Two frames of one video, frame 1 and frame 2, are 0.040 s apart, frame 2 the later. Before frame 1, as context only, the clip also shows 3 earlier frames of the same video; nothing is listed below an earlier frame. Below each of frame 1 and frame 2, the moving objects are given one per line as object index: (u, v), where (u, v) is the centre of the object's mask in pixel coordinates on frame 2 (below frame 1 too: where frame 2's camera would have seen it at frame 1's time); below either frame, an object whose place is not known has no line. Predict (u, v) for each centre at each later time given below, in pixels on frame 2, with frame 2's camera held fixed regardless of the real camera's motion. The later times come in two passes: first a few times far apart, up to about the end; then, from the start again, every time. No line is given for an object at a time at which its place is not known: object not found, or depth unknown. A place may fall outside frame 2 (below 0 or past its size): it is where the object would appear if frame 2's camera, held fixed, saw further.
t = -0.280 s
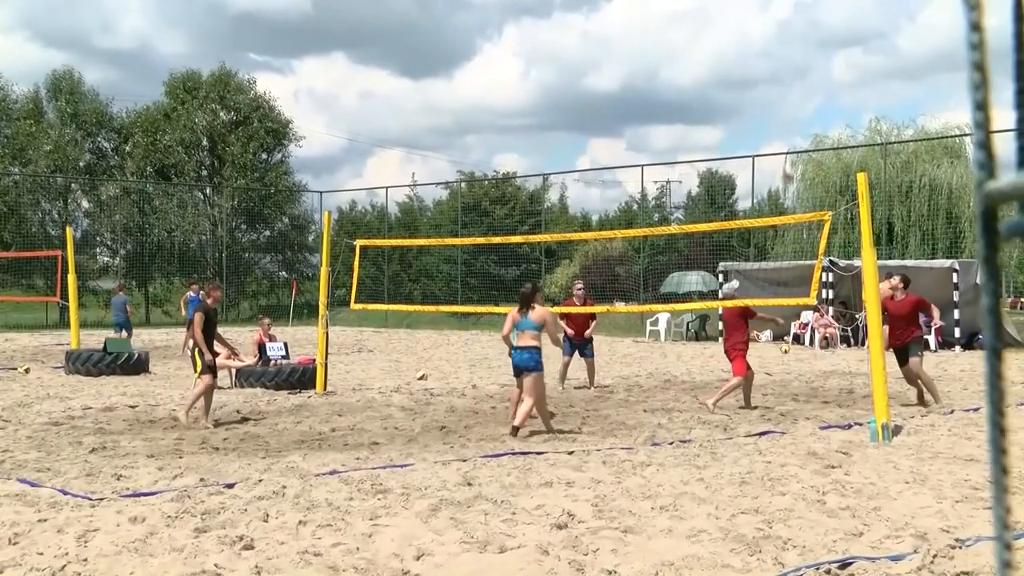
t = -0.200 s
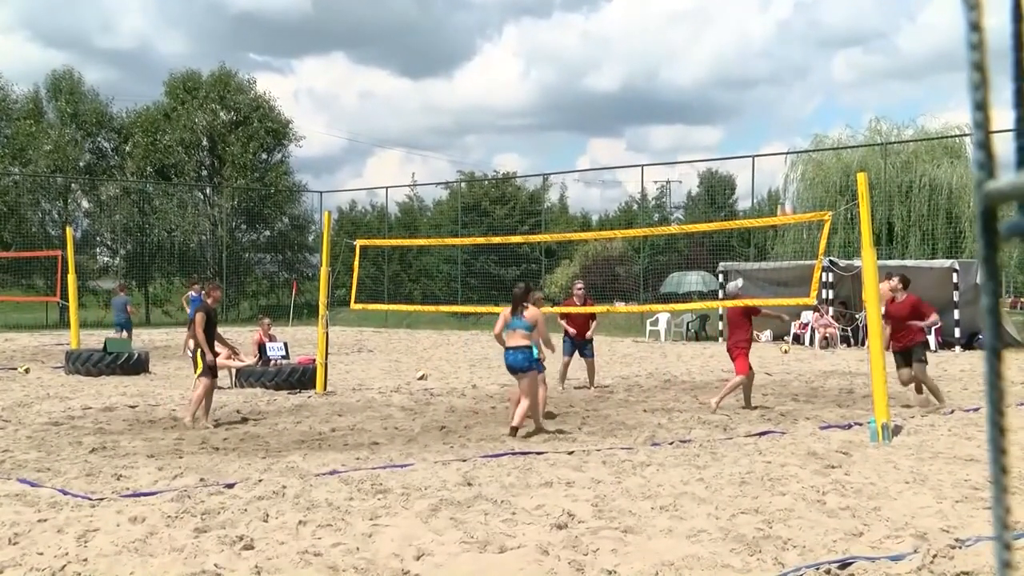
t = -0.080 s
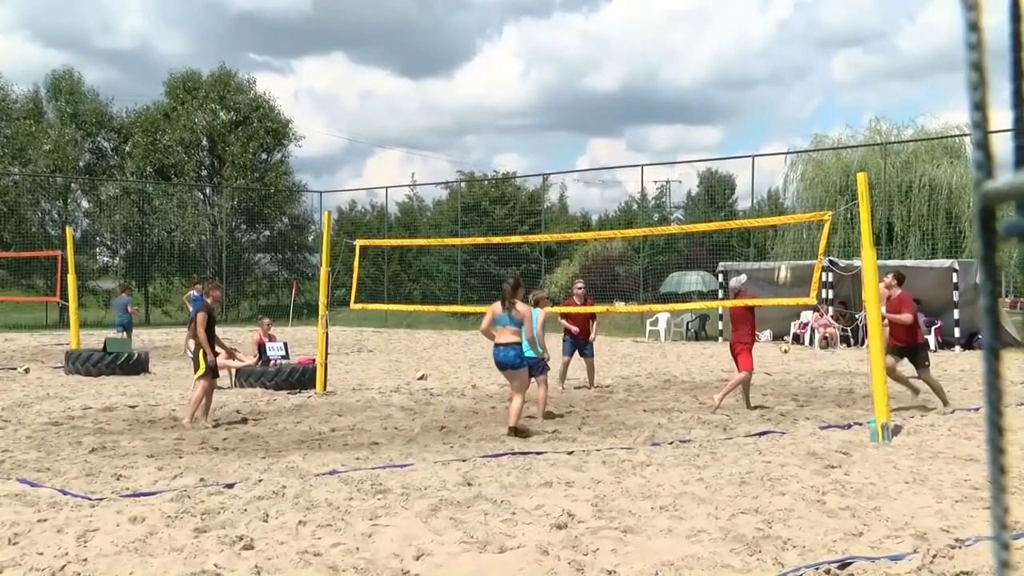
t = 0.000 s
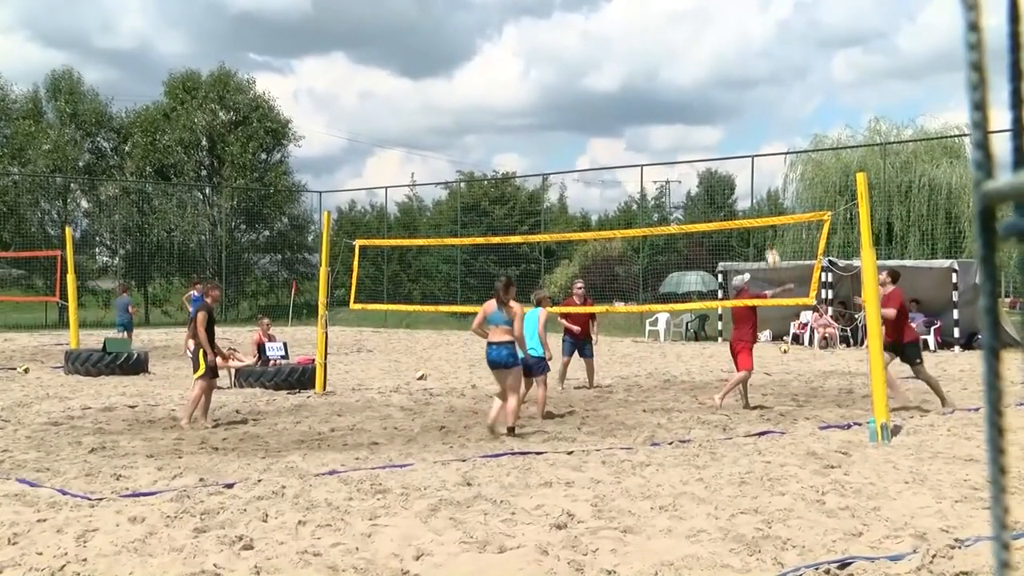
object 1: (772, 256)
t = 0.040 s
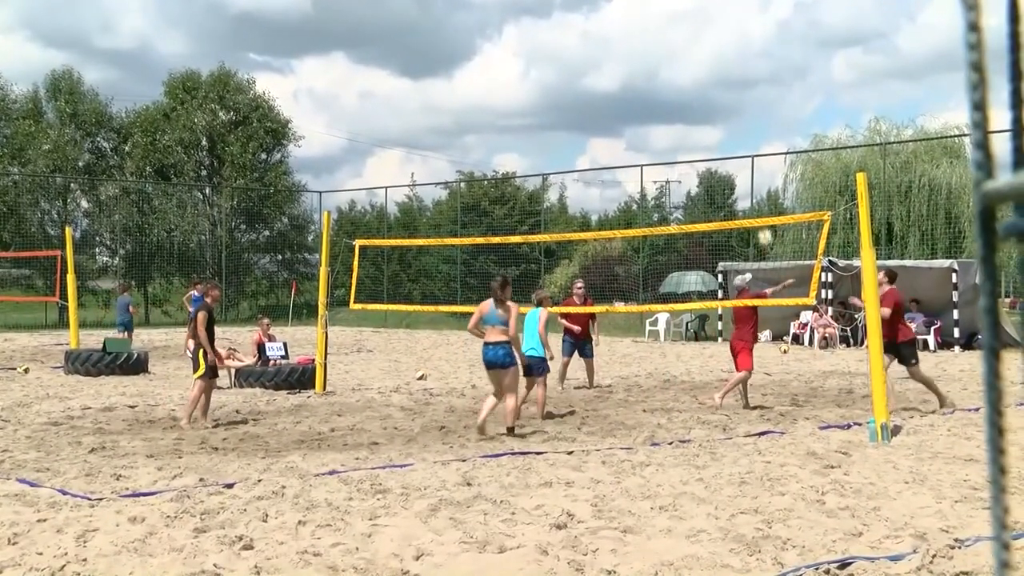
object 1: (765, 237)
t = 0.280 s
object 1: (730, 144)
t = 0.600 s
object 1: (687, 87)
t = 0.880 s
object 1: (653, 97)
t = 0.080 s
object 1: (757, 214)
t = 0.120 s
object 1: (752, 199)
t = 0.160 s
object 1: (747, 187)
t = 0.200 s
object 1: (742, 171)
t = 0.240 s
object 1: (735, 156)
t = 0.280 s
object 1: (730, 144)
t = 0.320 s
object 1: (723, 132)
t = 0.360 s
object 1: (717, 122)
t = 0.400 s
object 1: (712, 113)
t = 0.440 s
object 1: (708, 106)
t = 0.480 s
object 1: (702, 99)
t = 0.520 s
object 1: (696, 93)
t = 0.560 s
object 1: (692, 90)
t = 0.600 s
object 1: (687, 87)
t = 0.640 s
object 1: (682, 85)
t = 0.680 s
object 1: (678, 84)
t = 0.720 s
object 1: (673, 85)
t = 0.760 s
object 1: (668, 86)
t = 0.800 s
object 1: (663, 89)
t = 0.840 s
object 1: (658, 92)
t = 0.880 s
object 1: (653, 97)
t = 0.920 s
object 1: (649, 102)
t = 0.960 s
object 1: (645, 108)
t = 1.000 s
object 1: (639, 116)
